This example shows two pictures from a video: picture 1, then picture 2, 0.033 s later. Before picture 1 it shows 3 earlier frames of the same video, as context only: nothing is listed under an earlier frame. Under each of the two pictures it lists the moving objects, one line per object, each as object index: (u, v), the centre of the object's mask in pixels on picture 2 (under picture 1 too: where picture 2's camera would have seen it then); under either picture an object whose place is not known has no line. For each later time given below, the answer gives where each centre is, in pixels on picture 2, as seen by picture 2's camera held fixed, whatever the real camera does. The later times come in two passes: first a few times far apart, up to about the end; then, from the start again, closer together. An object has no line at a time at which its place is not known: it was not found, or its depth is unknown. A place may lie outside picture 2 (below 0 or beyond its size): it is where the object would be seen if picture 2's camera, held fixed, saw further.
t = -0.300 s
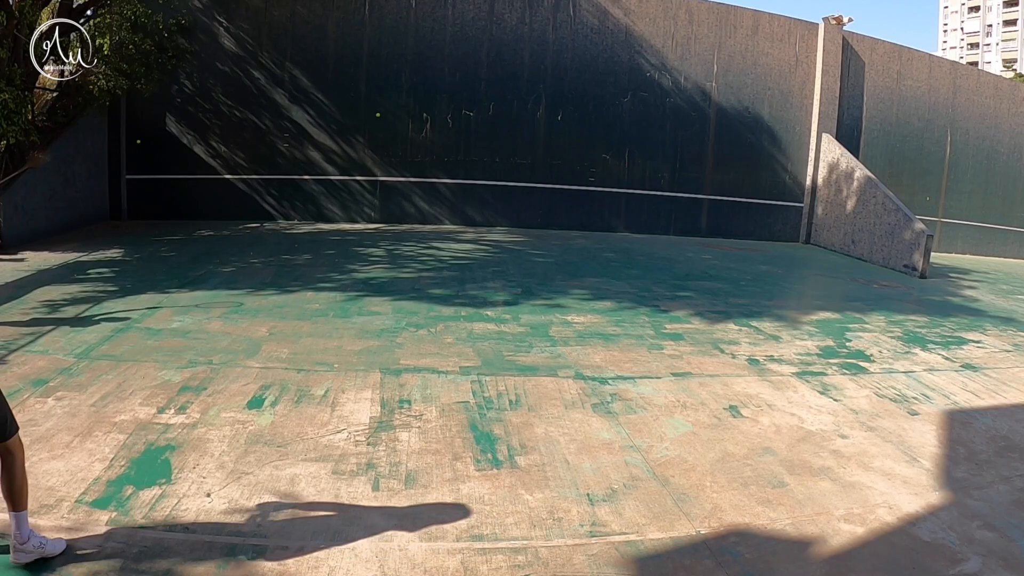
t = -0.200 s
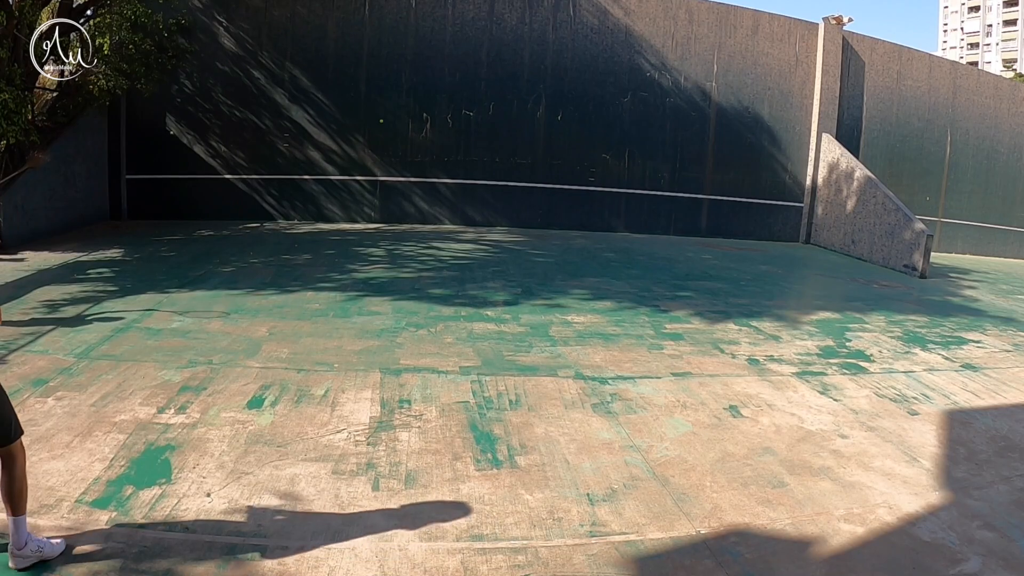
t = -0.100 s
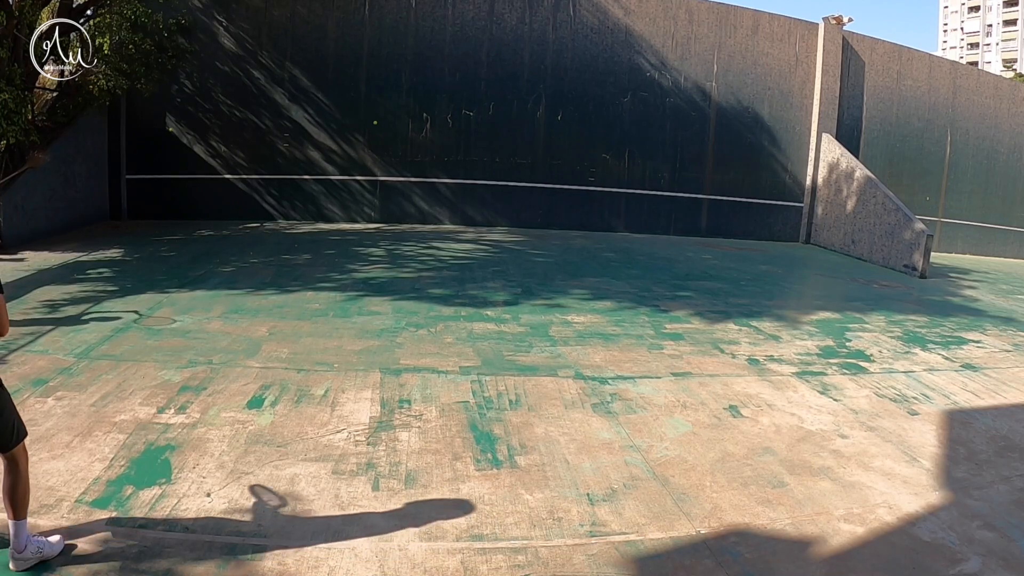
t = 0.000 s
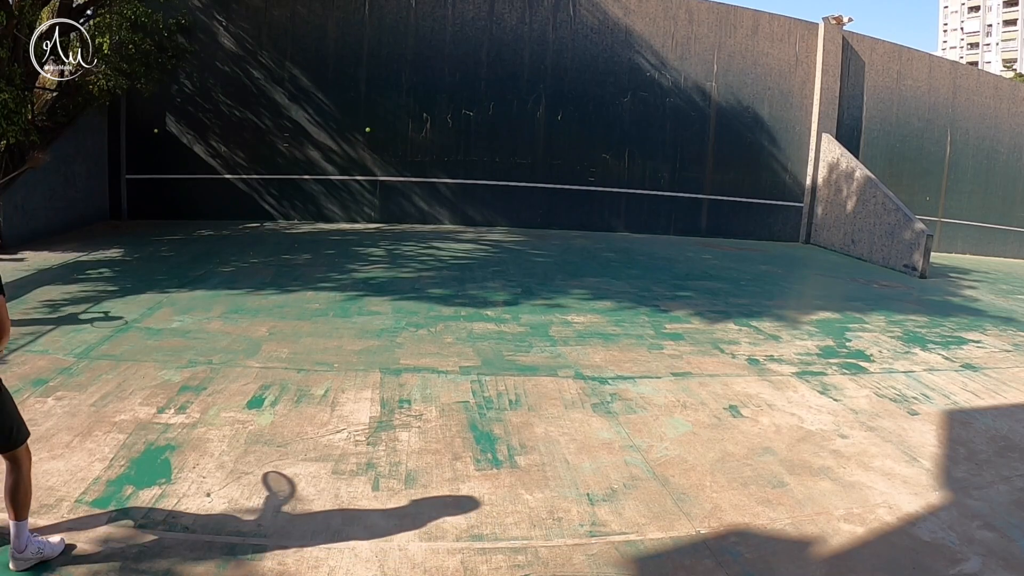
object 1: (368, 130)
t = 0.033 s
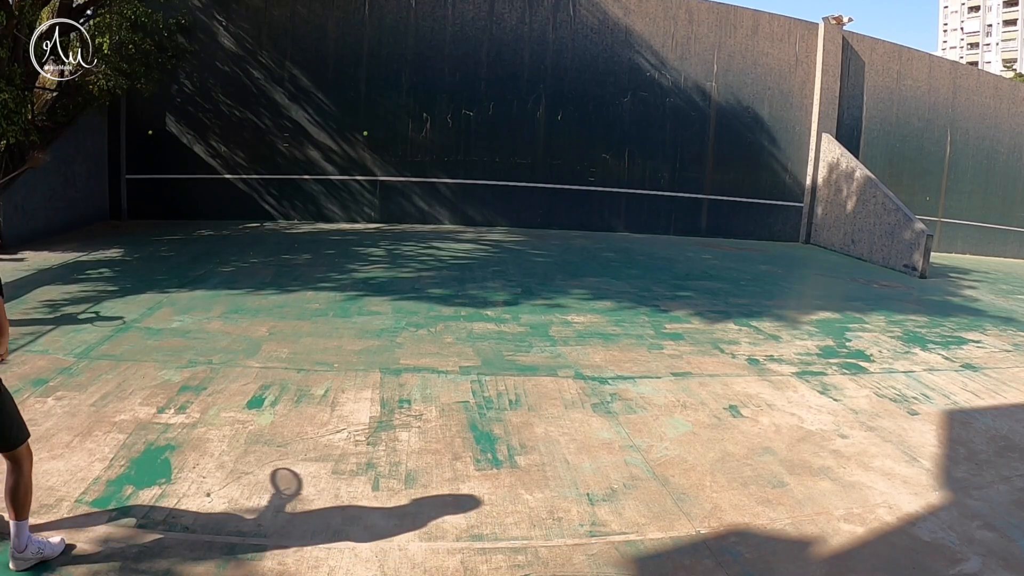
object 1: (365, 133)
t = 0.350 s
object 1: (334, 221)
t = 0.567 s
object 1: (311, 268)
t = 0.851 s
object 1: (282, 210)
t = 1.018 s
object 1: (258, 212)
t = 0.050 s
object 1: (364, 136)
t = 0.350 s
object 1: (334, 221)
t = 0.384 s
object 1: (330, 237)
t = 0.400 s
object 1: (328, 246)
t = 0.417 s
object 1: (326, 256)
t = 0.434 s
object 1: (324, 265)
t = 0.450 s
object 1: (322, 276)
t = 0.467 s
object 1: (320, 287)
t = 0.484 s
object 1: (317, 294)
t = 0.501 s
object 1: (316, 289)
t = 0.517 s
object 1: (315, 283)
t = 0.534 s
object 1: (313, 278)
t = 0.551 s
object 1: (312, 273)
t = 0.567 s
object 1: (311, 268)
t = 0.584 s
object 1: (309, 263)
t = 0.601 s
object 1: (307, 258)
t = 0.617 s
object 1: (306, 254)
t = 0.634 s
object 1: (305, 250)
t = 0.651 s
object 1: (303, 245)
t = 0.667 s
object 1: (301, 241)
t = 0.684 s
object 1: (300, 237)
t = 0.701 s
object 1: (298, 234)
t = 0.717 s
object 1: (296, 230)
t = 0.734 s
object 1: (294, 226)
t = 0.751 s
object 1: (293, 224)
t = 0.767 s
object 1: (291, 221)
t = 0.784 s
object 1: (289, 218)
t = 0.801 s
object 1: (287, 216)
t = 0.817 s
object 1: (286, 214)
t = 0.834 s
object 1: (283, 212)
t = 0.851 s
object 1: (282, 210)
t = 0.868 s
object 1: (279, 209)
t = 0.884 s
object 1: (277, 208)
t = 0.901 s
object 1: (275, 207)
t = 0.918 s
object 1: (273, 207)
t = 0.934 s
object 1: (271, 207)
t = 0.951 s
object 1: (268, 207)
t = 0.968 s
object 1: (266, 208)
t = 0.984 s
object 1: (263, 209)
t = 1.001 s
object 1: (261, 211)
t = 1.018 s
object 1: (258, 212)
